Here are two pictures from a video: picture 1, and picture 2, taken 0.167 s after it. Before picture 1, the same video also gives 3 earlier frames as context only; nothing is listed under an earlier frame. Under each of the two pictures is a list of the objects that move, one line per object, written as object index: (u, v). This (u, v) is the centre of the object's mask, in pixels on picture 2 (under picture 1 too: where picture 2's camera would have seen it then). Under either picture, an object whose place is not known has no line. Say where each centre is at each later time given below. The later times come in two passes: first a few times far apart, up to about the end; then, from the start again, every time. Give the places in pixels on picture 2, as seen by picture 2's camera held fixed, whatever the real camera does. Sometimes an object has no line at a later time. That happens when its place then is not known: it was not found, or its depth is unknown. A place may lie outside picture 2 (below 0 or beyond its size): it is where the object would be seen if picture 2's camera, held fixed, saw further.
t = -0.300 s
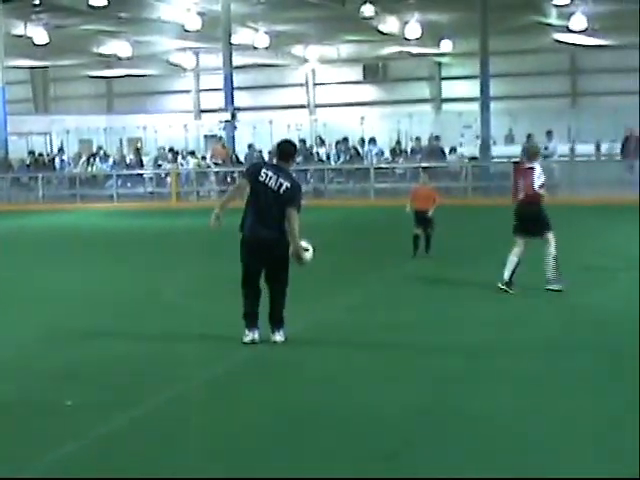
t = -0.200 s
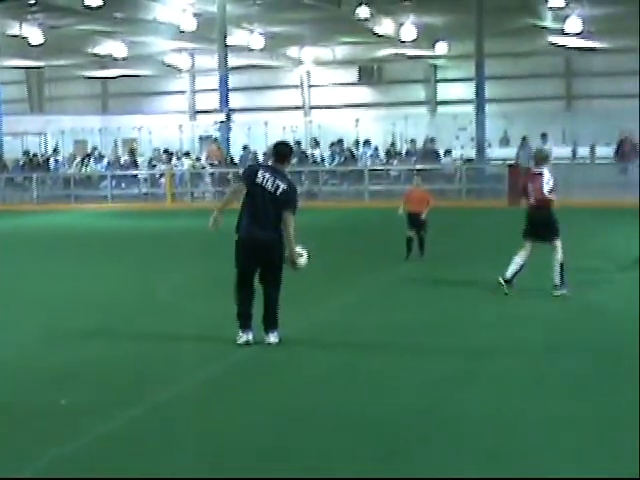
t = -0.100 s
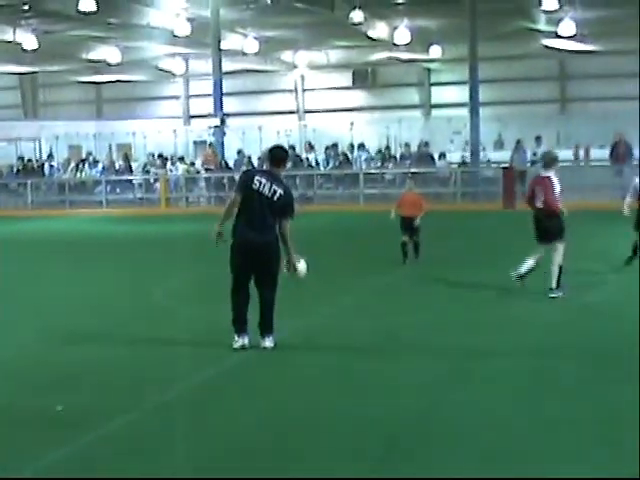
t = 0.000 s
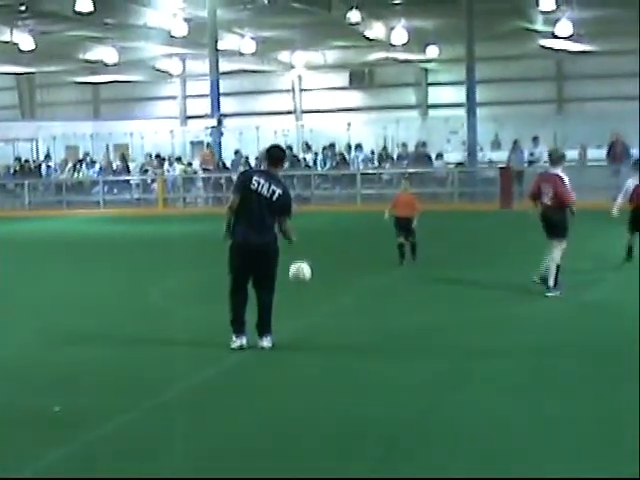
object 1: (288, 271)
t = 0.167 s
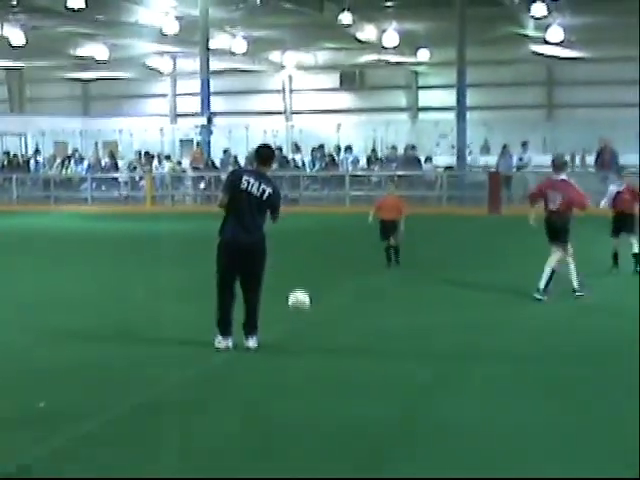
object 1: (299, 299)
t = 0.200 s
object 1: (301, 308)
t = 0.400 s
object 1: (309, 272)
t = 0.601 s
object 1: (315, 271)
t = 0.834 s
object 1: (322, 274)
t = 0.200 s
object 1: (301, 308)
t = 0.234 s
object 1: (302, 305)
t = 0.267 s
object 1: (304, 296)
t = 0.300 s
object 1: (304, 288)
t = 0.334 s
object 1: (307, 281)
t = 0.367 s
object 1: (308, 277)
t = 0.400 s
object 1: (309, 272)
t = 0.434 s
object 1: (310, 269)
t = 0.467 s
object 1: (311, 268)
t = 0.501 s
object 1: (312, 267)
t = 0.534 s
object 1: (313, 267)
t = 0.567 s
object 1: (314, 268)
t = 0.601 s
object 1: (315, 271)
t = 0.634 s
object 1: (316, 273)
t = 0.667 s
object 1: (317, 277)
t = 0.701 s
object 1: (318, 283)
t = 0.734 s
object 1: (319, 288)
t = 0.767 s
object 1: (320, 286)
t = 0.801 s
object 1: (321, 279)
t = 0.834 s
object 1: (322, 274)
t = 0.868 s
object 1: (323, 269)
